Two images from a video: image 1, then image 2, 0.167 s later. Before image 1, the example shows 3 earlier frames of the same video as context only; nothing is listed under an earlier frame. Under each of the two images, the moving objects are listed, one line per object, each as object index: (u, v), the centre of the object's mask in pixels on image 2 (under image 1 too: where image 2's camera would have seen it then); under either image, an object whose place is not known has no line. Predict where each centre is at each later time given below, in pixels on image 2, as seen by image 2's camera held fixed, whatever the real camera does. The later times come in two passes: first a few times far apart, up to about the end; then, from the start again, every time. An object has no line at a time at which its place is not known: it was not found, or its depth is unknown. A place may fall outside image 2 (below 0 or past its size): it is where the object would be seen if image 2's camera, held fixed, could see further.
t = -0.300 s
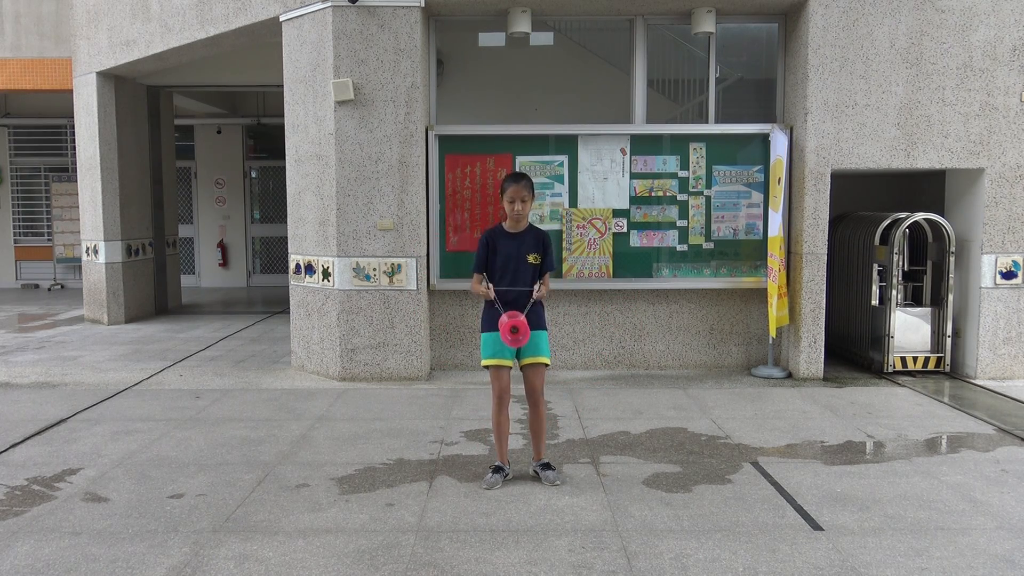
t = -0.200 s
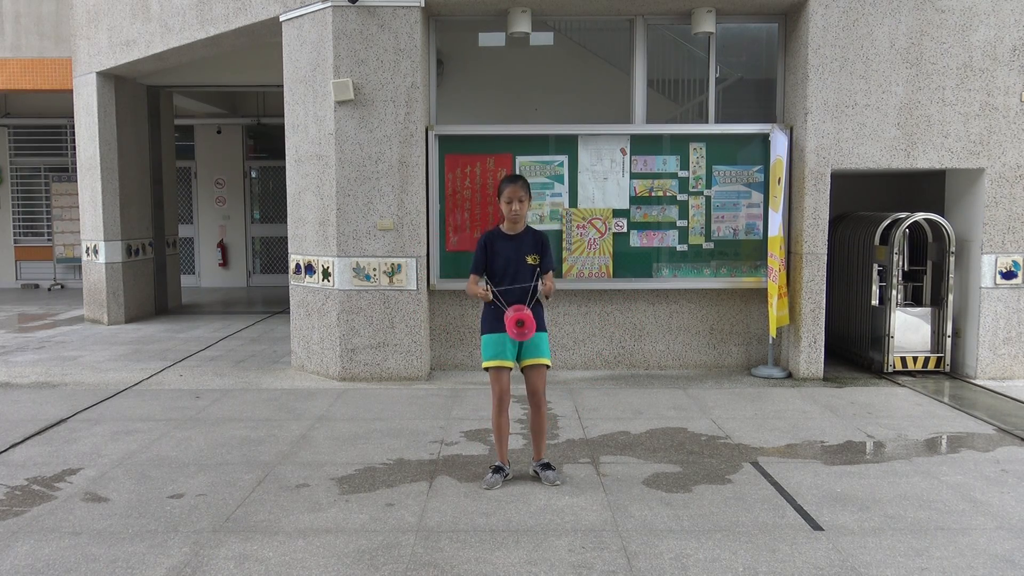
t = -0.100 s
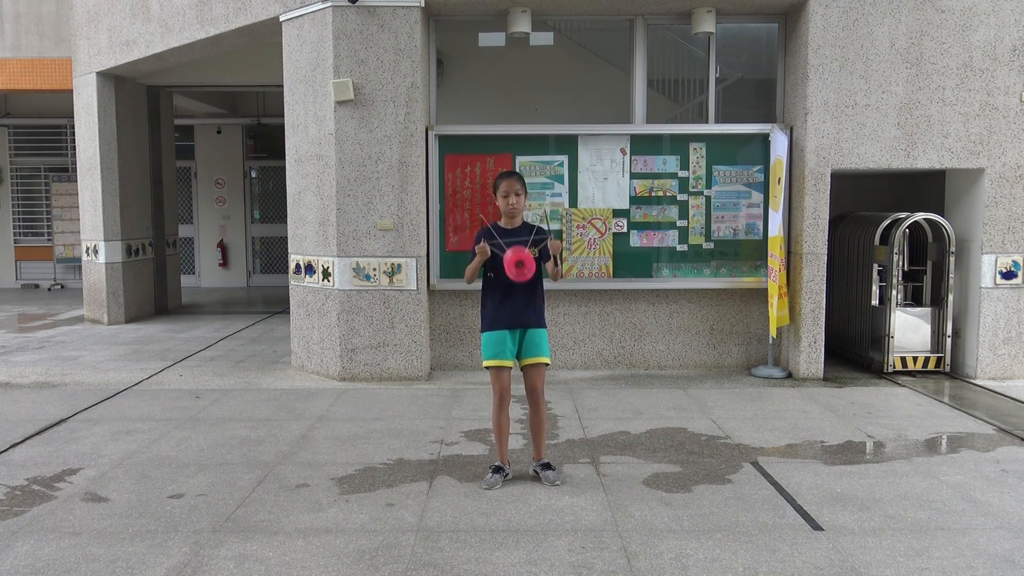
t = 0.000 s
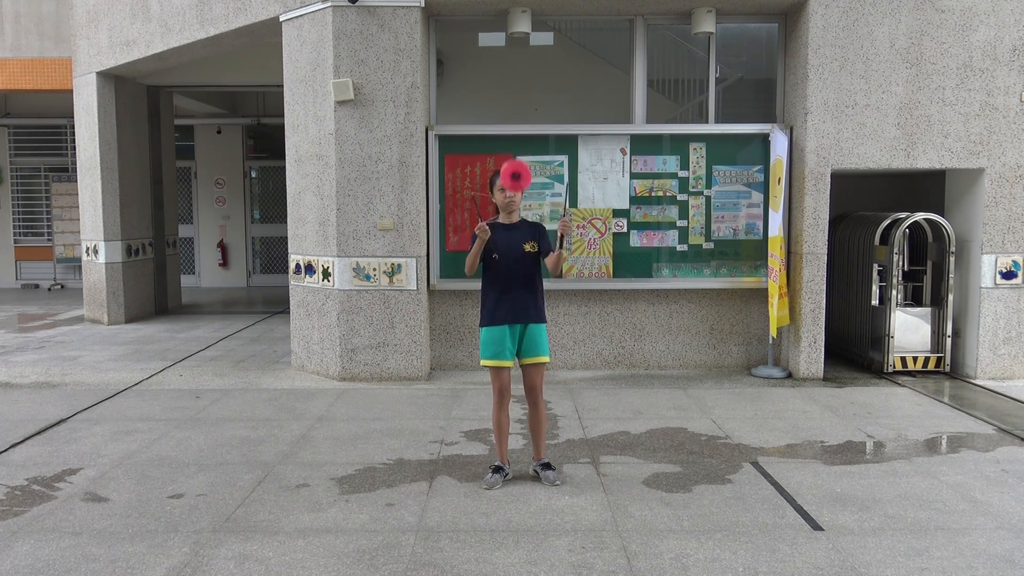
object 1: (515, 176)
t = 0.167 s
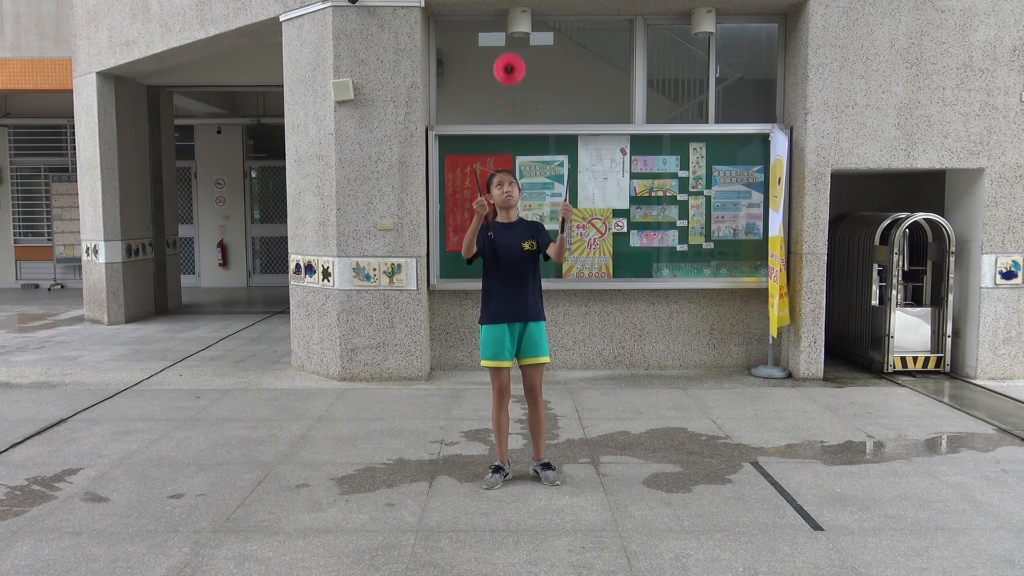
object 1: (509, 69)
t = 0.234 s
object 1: (506, 44)
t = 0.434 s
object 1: (498, 30)
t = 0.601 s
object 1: (491, 92)
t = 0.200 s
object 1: (508, 55)
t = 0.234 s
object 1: (506, 44)
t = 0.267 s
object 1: (505, 35)
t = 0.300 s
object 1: (504, 29)
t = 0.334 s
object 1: (502, 25)
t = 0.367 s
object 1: (501, 24)
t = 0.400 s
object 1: (499, 26)
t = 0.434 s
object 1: (498, 30)
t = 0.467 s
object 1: (497, 37)
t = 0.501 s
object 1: (495, 47)
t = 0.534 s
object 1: (494, 59)
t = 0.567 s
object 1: (492, 75)
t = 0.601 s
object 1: (491, 92)
